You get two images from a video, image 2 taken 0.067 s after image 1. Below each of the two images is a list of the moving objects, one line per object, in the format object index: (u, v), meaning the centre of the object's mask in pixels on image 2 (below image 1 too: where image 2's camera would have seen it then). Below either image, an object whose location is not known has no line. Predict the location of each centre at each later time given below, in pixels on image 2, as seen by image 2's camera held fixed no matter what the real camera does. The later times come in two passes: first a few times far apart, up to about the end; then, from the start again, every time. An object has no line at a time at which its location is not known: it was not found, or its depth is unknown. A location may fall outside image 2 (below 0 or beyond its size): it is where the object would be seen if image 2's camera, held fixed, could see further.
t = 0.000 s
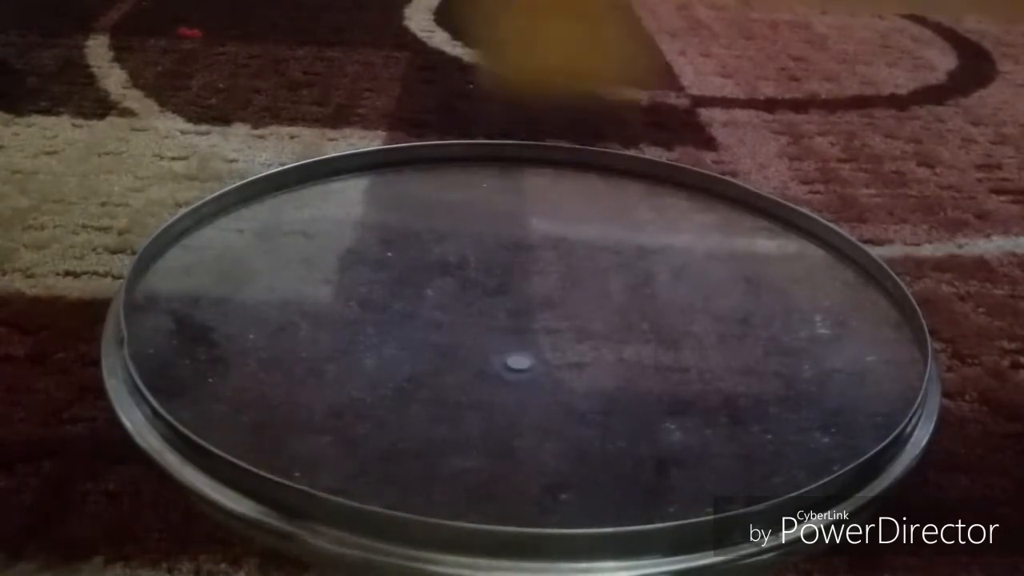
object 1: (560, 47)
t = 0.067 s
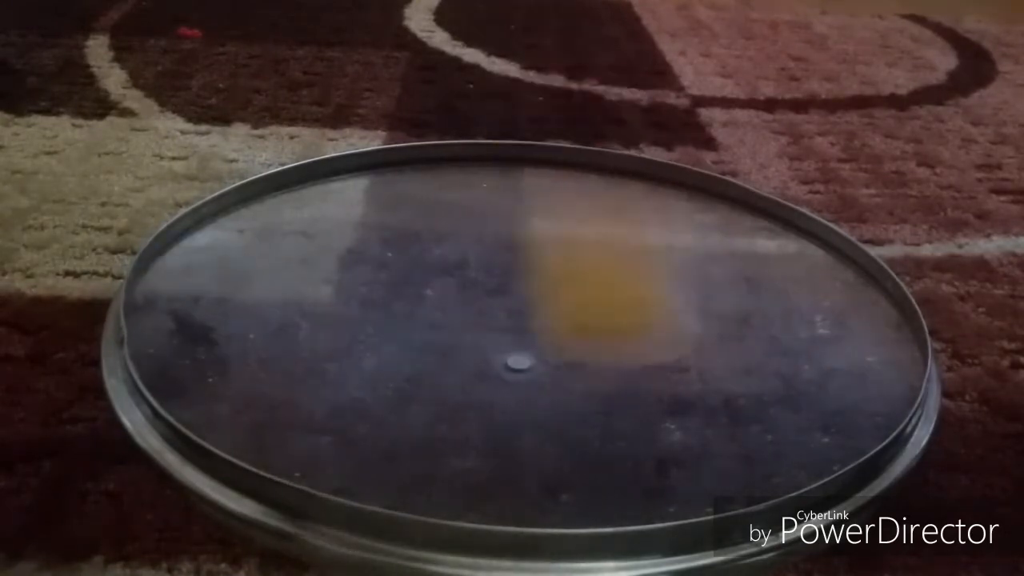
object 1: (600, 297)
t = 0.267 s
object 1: (693, 297)
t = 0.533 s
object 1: (512, 252)
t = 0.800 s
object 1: (405, 296)
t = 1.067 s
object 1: (565, 320)
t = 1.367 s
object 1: (555, 291)
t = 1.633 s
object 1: (427, 307)
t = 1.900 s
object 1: (565, 340)
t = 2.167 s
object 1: (559, 263)
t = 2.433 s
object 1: (417, 262)
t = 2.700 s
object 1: (467, 322)
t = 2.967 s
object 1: (538, 303)
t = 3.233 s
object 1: (505, 301)
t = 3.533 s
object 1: (527, 286)
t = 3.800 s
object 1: (507, 297)
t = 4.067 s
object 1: (527, 288)
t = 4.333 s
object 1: (523, 297)
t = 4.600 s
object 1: (512, 295)
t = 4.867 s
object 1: (527, 297)
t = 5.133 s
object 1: (610, 221)
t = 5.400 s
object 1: (598, 165)
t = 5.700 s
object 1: (545, 243)
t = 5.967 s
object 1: (662, 302)
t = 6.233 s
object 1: (772, 306)
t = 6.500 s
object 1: (684, 180)
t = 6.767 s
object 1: (955, 203)
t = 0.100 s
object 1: (626, 316)
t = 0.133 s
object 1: (655, 296)
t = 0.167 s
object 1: (673, 310)
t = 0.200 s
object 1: (684, 305)
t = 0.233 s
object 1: (692, 304)
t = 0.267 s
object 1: (693, 297)
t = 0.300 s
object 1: (688, 286)
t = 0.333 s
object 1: (674, 277)
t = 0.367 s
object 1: (655, 270)
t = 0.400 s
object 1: (630, 263)
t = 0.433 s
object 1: (601, 258)
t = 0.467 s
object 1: (571, 255)
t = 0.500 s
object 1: (541, 252)
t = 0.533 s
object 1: (512, 252)
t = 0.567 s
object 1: (485, 254)
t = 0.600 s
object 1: (461, 258)
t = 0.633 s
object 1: (439, 263)
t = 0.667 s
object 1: (425, 268)
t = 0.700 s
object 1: (415, 275)
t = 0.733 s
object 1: (407, 284)
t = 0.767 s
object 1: (403, 290)
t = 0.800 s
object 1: (405, 296)
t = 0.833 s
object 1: (414, 303)
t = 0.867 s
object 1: (425, 309)
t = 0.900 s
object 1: (441, 314)
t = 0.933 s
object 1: (462, 318)
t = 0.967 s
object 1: (486, 320)
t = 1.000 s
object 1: (514, 322)
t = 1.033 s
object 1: (541, 322)
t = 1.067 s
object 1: (565, 320)
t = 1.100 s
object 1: (581, 317)
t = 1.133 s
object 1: (594, 313)
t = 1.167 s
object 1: (599, 309)
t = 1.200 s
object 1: (601, 305)
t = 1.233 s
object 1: (601, 303)
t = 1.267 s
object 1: (597, 301)
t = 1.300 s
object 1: (587, 298)
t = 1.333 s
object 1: (573, 295)
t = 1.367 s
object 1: (555, 291)
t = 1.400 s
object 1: (533, 287)
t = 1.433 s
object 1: (507, 285)
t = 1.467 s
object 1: (485, 284)
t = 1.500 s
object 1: (465, 286)
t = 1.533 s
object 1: (449, 289)
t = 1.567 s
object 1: (437, 293)
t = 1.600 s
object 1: (430, 299)
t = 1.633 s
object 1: (427, 307)
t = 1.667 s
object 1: (429, 315)
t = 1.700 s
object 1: (436, 324)
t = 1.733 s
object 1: (447, 334)
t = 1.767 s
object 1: (466, 341)
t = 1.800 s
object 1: (489, 346)
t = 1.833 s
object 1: (514, 347)
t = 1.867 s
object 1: (541, 346)
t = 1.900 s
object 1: (565, 340)
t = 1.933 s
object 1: (583, 331)
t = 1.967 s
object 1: (597, 321)
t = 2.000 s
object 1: (605, 311)
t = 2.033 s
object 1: (606, 301)
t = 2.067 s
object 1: (600, 291)
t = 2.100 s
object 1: (590, 281)
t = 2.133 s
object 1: (575, 272)
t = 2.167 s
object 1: (559, 263)
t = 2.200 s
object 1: (542, 257)
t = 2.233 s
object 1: (523, 253)
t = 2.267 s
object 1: (504, 249)
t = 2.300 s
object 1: (486, 248)
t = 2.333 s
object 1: (466, 249)
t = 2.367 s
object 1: (447, 251)
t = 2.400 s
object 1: (430, 256)
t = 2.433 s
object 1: (417, 262)
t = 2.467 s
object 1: (411, 271)
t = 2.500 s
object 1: (411, 280)
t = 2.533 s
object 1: (413, 291)
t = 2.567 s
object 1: (420, 300)
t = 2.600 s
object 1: (429, 308)
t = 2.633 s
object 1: (441, 314)
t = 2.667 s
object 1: (454, 319)
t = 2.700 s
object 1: (467, 322)
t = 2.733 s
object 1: (480, 324)
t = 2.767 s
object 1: (493, 324)
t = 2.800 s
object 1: (504, 323)
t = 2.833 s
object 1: (515, 320)
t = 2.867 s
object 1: (523, 317)
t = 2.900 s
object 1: (530, 313)
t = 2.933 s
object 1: (536, 308)
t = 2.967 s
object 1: (538, 303)
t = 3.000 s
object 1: (536, 297)
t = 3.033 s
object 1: (533, 290)
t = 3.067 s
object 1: (526, 287)
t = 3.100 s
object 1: (516, 290)
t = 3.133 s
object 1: (510, 294)
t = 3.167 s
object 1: (507, 297)
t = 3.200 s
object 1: (505, 300)
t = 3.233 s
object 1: (505, 301)
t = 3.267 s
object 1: (504, 301)
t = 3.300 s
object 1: (506, 301)
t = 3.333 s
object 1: (508, 299)
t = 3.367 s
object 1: (514, 296)
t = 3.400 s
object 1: (525, 293)
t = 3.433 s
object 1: (534, 289)
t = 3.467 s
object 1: (536, 287)
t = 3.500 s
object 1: (534, 286)
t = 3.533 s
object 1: (527, 286)
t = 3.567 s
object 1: (516, 287)
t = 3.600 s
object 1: (508, 289)
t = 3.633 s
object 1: (502, 291)
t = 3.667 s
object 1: (498, 293)
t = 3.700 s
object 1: (497, 295)
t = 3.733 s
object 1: (498, 295)
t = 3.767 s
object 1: (502, 297)
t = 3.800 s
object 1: (507, 297)
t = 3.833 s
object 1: (514, 297)
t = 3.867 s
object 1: (528, 293)
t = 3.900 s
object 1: (536, 287)
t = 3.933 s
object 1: (536, 284)
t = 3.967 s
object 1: (534, 284)
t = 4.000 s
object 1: (532, 285)
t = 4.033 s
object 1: (530, 286)
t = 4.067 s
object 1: (527, 288)
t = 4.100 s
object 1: (523, 294)
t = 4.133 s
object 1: (521, 299)
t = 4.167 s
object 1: (520, 299)
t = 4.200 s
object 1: (520, 299)
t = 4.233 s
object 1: (521, 298)
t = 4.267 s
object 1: (522, 298)
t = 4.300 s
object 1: (522, 297)
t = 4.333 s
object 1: (523, 297)
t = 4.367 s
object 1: (524, 296)
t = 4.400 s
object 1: (526, 295)
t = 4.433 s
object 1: (529, 295)
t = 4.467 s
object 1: (531, 294)
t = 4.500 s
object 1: (530, 294)
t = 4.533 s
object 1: (523, 295)
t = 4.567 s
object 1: (515, 296)
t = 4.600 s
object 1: (512, 295)
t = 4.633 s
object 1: (515, 294)
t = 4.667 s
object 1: (522, 293)
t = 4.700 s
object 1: (528, 292)
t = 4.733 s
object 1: (531, 290)
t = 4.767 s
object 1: (531, 292)
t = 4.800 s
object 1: (531, 294)
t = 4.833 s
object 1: (528, 296)
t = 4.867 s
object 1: (527, 297)
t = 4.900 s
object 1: (534, 289)
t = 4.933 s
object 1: (561, 258)
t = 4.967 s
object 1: (582, 253)
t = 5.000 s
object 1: (598, 247)
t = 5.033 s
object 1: (608, 237)
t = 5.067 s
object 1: (614, 231)
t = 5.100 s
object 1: (614, 224)
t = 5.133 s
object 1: (610, 221)
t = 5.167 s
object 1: (603, 223)
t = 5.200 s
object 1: (595, 223)
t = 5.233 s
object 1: (584, 226)
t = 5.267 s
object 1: (582, 218)
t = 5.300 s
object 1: (596, 197)
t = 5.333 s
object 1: (599, 180)
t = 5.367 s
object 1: (600, 169)
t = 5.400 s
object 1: (598, 165)
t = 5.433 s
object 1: (594, 166)
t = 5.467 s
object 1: (589, 169)
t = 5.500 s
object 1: (582, 175)
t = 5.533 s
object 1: (574, 184)
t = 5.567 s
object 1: (565, 195)
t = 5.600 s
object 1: (555, 207)
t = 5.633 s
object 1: (543, 221)
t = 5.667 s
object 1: (539, 234)
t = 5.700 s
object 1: (545, 243)
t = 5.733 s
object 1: (551, 252)
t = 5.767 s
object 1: (557, 261)
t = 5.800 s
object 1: (561, 270)
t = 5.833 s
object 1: (566, 279)
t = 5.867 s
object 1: (569, 290)
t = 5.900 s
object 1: (574, 296)
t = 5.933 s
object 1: (606, 302)
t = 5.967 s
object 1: (662, 302)
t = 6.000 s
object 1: (712, 305)
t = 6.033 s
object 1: (749, 304)
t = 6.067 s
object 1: (780, 304)
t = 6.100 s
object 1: (798, 302)
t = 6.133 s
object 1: (805, 303)
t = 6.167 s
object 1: (802, 304)
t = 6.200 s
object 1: (790, 304)
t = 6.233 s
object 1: (772, 306)
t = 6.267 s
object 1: (745, 308)
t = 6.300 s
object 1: (715, 312)
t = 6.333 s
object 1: (677, 314)
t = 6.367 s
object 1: (637, 315)
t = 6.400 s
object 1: (597, 303)
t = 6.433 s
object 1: (558, 308)
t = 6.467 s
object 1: (596, 251)
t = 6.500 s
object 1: (684, 180)
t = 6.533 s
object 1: (757, 150)
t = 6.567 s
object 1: (822, 154)
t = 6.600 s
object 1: (882, 186)
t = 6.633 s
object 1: (890, 186)
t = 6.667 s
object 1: (894, 196)
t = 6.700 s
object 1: (918, 186)
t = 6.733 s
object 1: (934, 190)
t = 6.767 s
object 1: (955, 203)
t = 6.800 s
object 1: (982, 196)
